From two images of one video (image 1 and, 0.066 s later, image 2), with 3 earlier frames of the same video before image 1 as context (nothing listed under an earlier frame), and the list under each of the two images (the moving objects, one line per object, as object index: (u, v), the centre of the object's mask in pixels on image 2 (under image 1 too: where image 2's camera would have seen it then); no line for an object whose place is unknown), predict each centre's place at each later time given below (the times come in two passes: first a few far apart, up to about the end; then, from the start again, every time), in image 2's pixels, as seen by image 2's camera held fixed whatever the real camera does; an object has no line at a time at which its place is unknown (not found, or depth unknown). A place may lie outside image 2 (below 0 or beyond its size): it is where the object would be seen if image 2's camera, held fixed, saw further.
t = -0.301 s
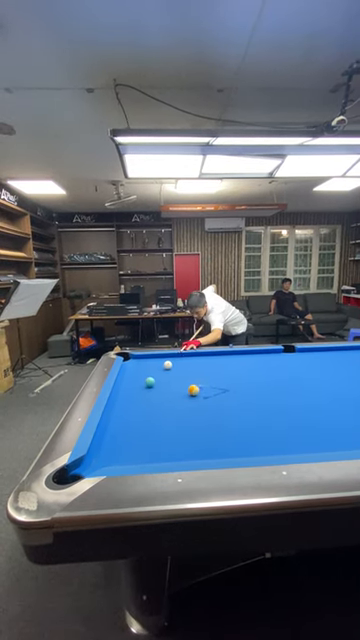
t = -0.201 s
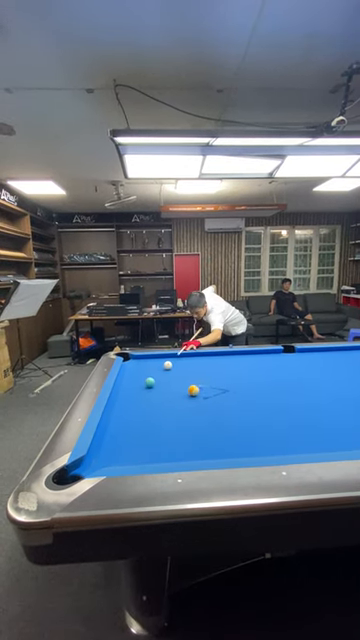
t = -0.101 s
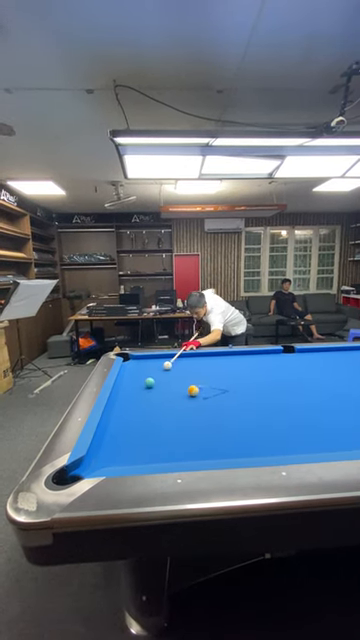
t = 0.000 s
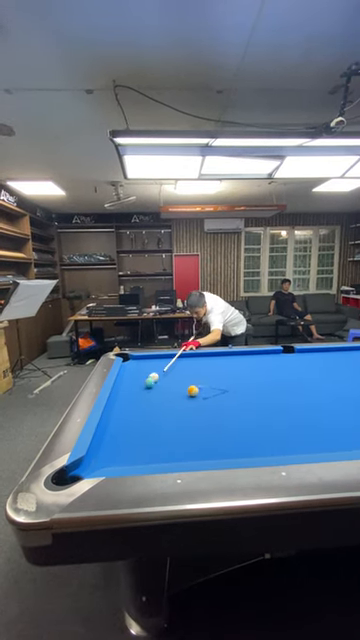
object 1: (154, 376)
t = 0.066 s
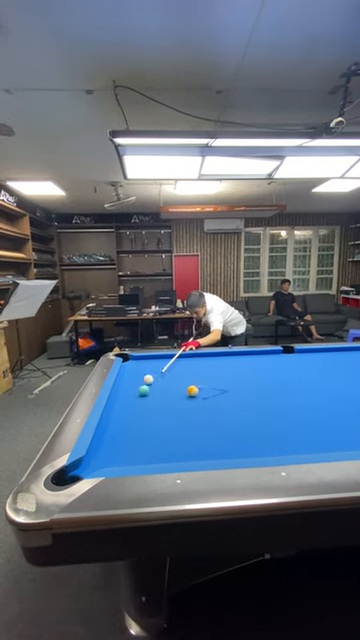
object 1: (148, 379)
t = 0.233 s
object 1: (136, 383)
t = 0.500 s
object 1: (116, 393)
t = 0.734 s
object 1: (124, 403)
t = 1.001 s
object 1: (134, 417)
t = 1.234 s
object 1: (145, 431)
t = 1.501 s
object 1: (159, 449)
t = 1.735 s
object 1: (173, 456)
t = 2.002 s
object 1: (189, 446)
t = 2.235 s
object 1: (200, 438)
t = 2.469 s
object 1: (209, 430)
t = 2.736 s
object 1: (218, 423)
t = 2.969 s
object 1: (225, 418)
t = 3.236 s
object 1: (231, 413)
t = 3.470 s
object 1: (236, 409)
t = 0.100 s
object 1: (146, 379)
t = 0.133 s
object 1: (144, 380)
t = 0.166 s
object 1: (141, 381)
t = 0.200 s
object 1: (138, 382)
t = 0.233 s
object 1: (136, 383)
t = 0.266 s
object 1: (133, 384)
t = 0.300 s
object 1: (130, 385)
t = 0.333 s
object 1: (127, 387)
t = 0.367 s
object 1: (124, 388)
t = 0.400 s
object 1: (121, 389)
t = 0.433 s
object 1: (118, 391)
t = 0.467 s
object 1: (115, 392)
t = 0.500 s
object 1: (116, 393)
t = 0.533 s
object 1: (117, 394)
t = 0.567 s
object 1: (118, 396)
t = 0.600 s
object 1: (119, 397)
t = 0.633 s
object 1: (120, 399)
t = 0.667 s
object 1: (121, 400)
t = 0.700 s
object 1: (122, 402)
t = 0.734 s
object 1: (124, 403)
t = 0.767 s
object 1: (125, 405)
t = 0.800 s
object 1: (126, 406)
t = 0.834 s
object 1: (127, 408)
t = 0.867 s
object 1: (129, 410)
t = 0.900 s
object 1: (130, 411)
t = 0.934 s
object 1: (131, 413)
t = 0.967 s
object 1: (133, 415)
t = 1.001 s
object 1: (134, 417)
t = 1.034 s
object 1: (135, 419)
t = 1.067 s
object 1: (137, 421)
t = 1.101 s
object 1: (139, 422)
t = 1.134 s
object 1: (140, 424)
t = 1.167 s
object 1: (141, 427)
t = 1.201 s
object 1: (143, 429)
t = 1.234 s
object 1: (145, 431)
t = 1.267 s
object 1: (146, 433)
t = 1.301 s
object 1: (148, 435)
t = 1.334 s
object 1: (150, 437)
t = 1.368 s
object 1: (151, 440)
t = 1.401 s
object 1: (153, 442)
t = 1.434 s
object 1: (155, 444)
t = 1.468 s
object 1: (156, 447)
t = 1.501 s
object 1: (159, 449)
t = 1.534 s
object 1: (161, 451)
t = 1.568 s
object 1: (163, 453)
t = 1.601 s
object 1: (165, 455)
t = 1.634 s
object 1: (167, 457)
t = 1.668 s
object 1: (169, 458)
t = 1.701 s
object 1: (171, 457)
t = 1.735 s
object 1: (173, 456)
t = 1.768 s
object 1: (175, 455)
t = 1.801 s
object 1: (177, 454)
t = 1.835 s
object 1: (179, 452)
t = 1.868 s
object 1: (181, 452)
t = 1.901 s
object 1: (183, 450)
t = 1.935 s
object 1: (185, 449)
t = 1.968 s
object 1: (187, 448)
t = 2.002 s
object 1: (189, 446)
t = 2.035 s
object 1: (190, 445)
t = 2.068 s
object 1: (192, 444)
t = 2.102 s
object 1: (193, 443)
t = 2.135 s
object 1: (195, 442)
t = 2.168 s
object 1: (197, 440)
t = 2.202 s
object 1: (198, 439)
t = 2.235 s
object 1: (200, 438)
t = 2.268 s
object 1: (201, 437)
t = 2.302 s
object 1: (203, 436)
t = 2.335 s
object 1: (204, 434)
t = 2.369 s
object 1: (205, 433)
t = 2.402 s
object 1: (207, 432)
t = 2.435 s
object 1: (208, 431)
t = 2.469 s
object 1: (209, 430)
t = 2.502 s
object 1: (210, 429)
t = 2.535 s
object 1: (211, 428)
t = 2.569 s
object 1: (213, 427)
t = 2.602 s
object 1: (214, 427)
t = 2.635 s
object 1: (215, 426)
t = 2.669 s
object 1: (216, 425)
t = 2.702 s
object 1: (217, 424)
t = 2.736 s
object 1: (218, 423)
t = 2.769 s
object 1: (219, 422)
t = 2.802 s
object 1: (220, 422)
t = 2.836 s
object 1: (221, 421)
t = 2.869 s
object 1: (222, 420)
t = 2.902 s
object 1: (223, 419)
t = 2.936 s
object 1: (224, 419)
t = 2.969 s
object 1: (225, 418)
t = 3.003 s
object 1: (226, 417)
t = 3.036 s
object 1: (227, 416)
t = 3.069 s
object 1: (227, 416)
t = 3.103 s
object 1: (228, 415)
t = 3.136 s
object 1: (229, 414)
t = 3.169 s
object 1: (230, 414)
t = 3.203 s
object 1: (231, 413)
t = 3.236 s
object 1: (231, 413)
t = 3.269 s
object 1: (232, 412)
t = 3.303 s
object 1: (233, 412)
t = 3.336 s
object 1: (233, 411)
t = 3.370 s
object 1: (234, 410)
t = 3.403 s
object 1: (235, 410)
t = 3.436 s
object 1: (235, 409)
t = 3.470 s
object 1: (236, 409)
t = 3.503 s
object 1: (237, 408)
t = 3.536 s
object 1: (237, 408)
